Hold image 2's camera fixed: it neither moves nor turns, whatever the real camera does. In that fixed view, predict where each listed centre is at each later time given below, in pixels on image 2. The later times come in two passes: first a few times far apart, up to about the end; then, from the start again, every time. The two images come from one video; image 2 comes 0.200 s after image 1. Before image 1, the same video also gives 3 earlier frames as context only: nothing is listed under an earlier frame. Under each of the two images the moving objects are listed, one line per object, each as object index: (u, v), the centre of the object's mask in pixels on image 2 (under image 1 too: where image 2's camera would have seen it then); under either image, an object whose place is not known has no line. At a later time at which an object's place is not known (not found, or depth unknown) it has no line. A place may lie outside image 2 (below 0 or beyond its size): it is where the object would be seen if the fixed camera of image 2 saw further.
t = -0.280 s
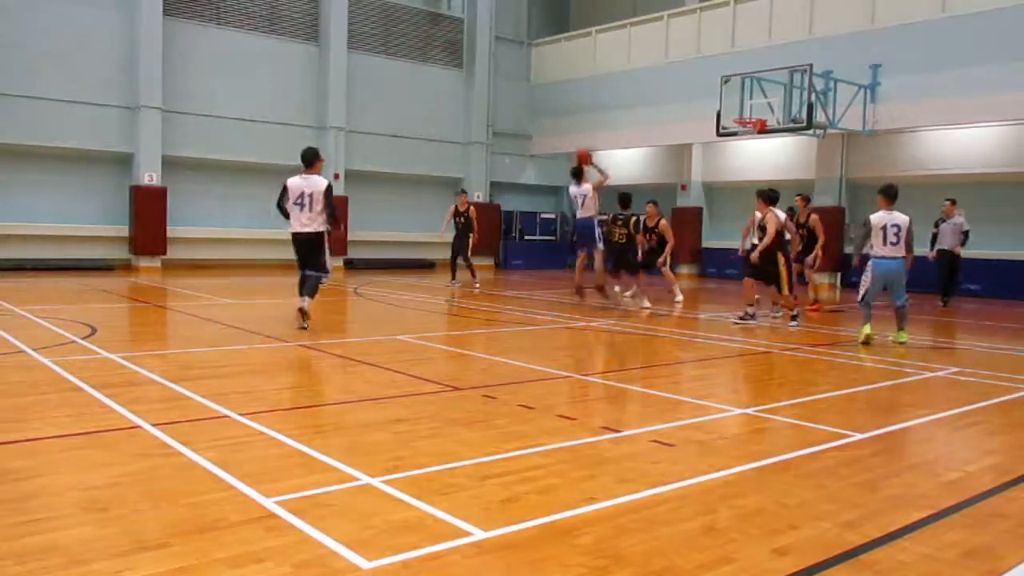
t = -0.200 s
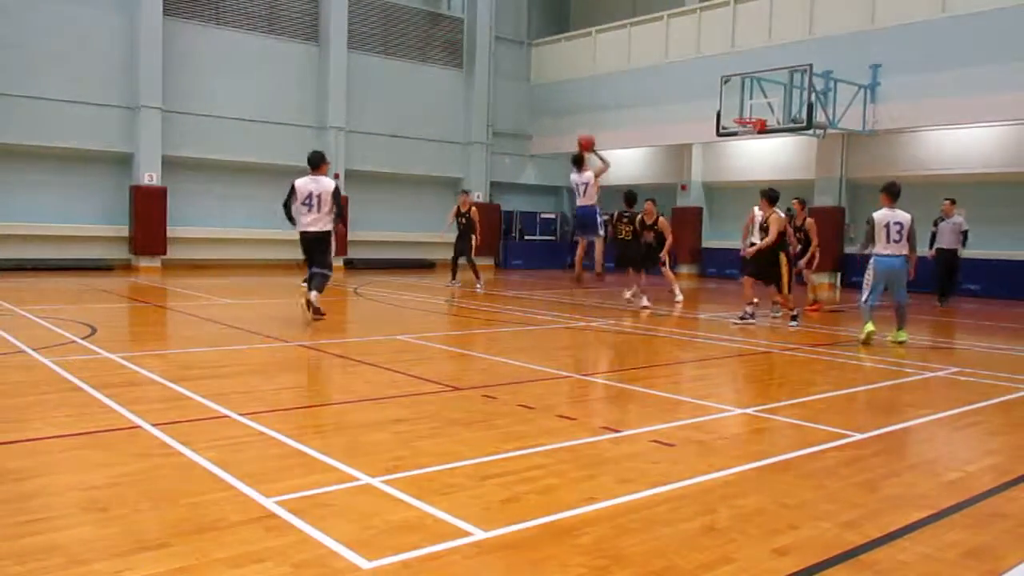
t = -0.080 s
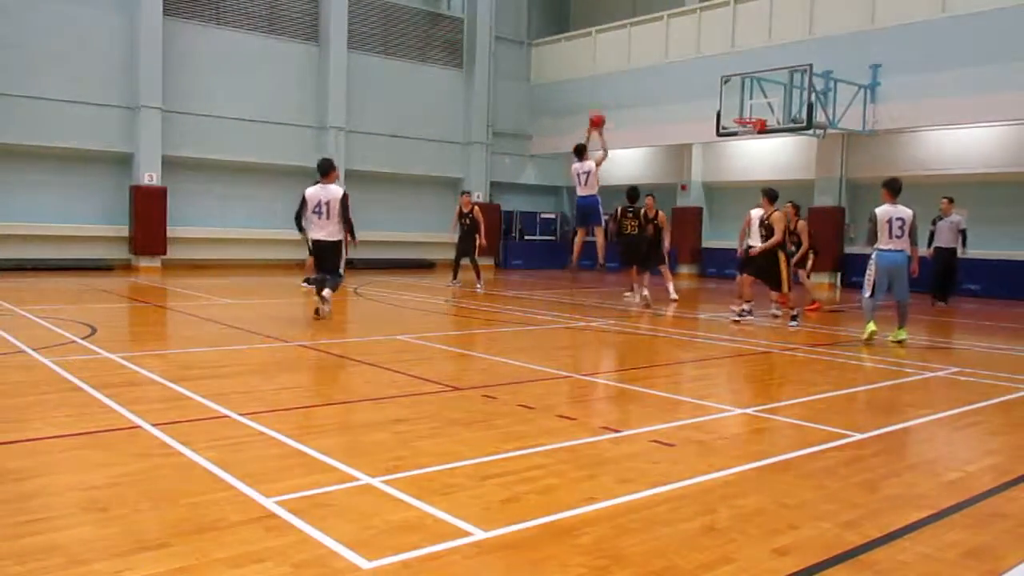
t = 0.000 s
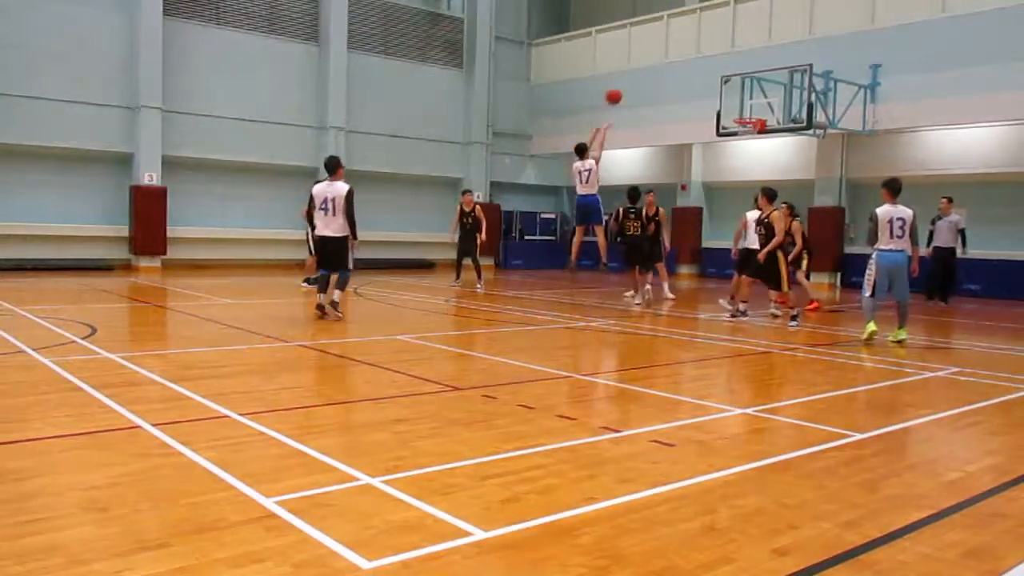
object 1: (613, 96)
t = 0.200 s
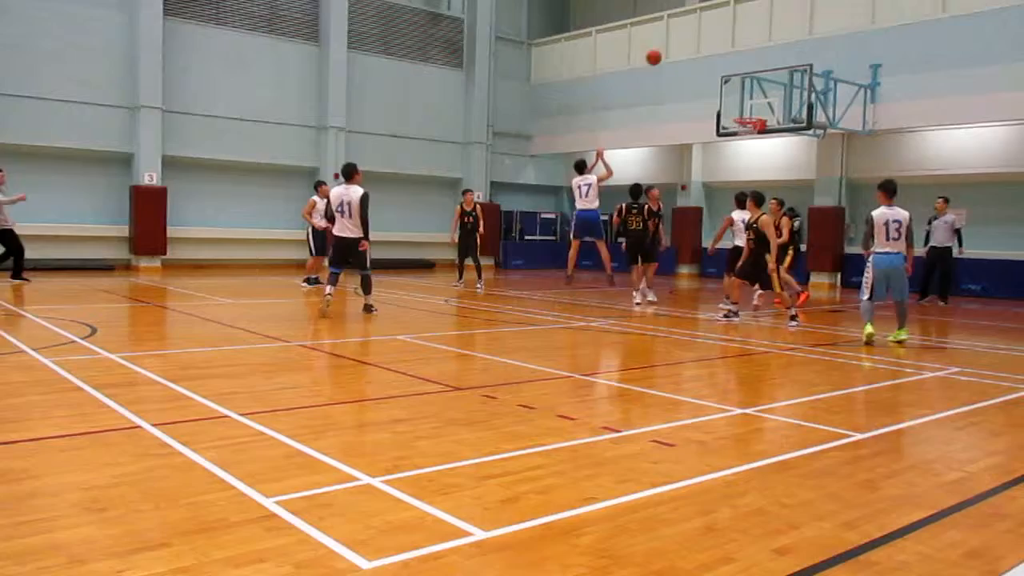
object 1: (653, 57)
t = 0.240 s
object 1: (661, 52)
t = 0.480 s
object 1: (702, 46)
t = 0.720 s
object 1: (737, 72)
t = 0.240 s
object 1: (661, 52)
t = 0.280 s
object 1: (668, 49)
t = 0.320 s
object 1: (675, 46)
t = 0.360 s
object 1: (682, 45)
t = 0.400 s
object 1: (689, 45)
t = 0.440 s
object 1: (696, 45)
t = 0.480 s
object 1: (702, 46)
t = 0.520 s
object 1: (709, 49)
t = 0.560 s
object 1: (715, 52)
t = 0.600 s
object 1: (721, 56)
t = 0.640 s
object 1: (727, 60)
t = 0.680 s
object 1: (732, 66)
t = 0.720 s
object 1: (737, 72)
